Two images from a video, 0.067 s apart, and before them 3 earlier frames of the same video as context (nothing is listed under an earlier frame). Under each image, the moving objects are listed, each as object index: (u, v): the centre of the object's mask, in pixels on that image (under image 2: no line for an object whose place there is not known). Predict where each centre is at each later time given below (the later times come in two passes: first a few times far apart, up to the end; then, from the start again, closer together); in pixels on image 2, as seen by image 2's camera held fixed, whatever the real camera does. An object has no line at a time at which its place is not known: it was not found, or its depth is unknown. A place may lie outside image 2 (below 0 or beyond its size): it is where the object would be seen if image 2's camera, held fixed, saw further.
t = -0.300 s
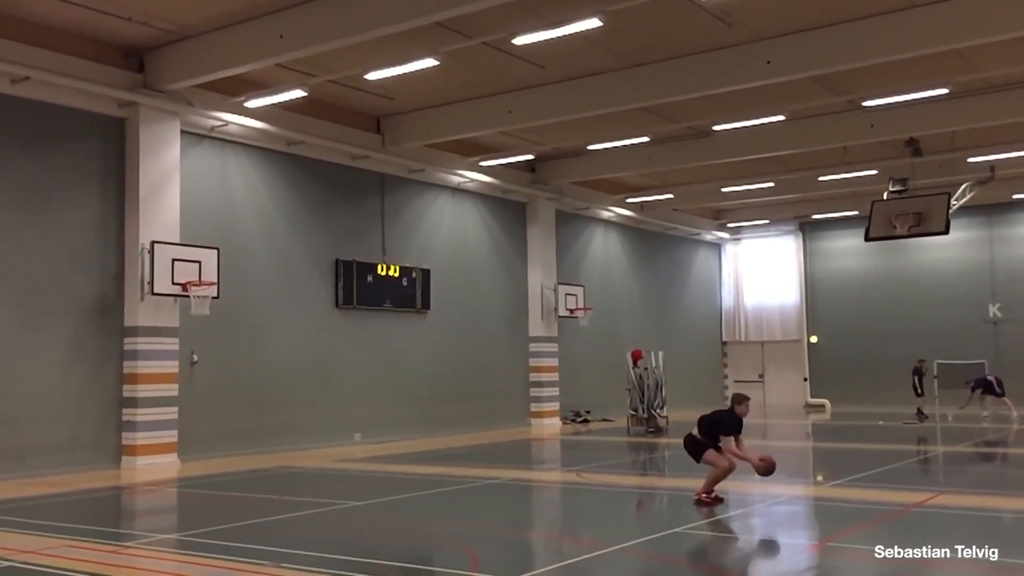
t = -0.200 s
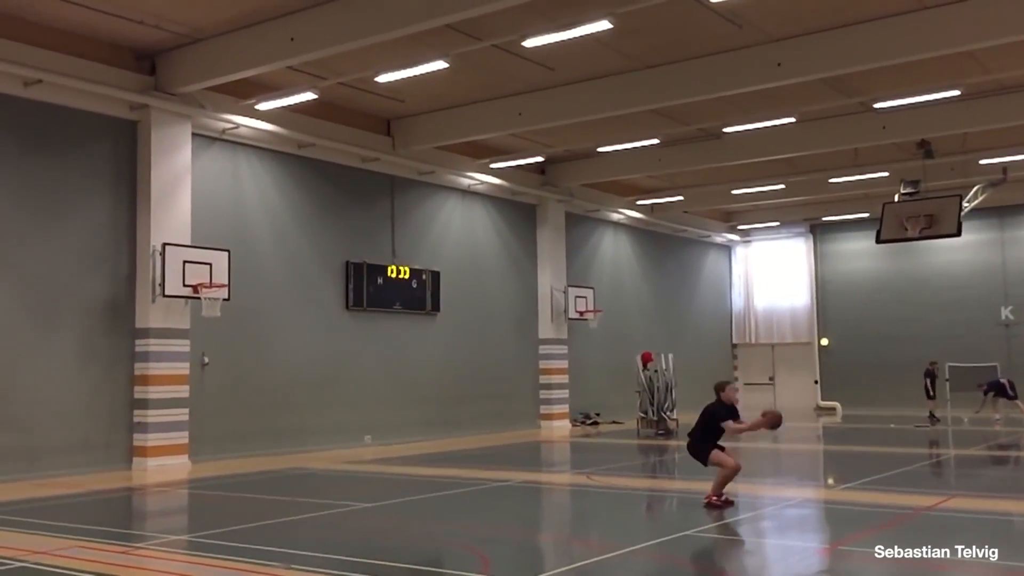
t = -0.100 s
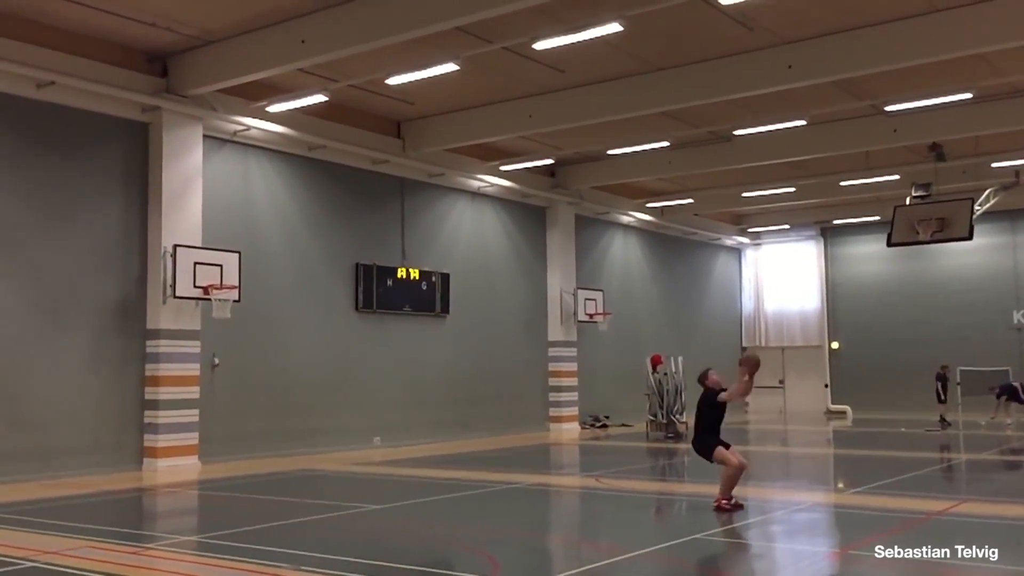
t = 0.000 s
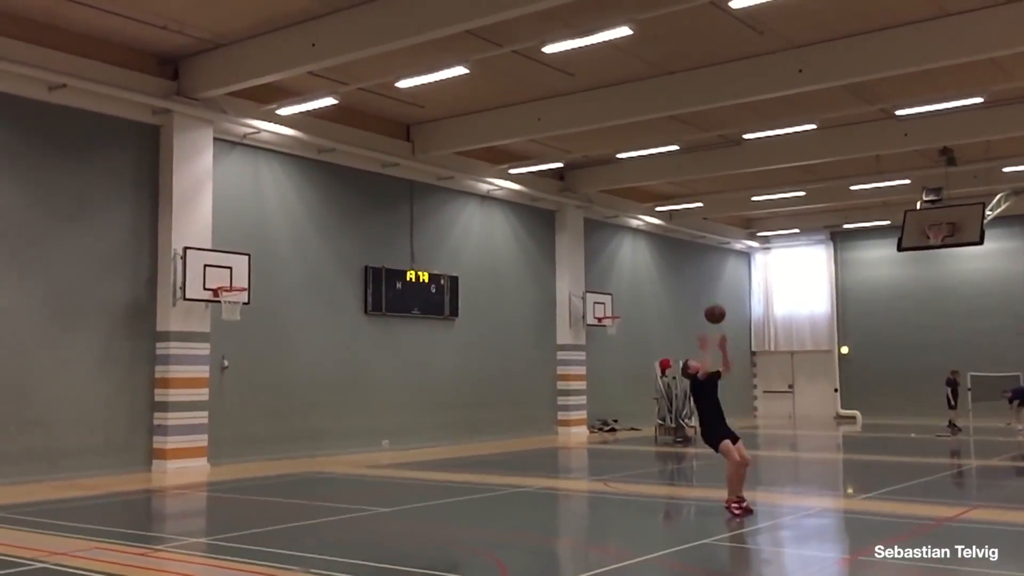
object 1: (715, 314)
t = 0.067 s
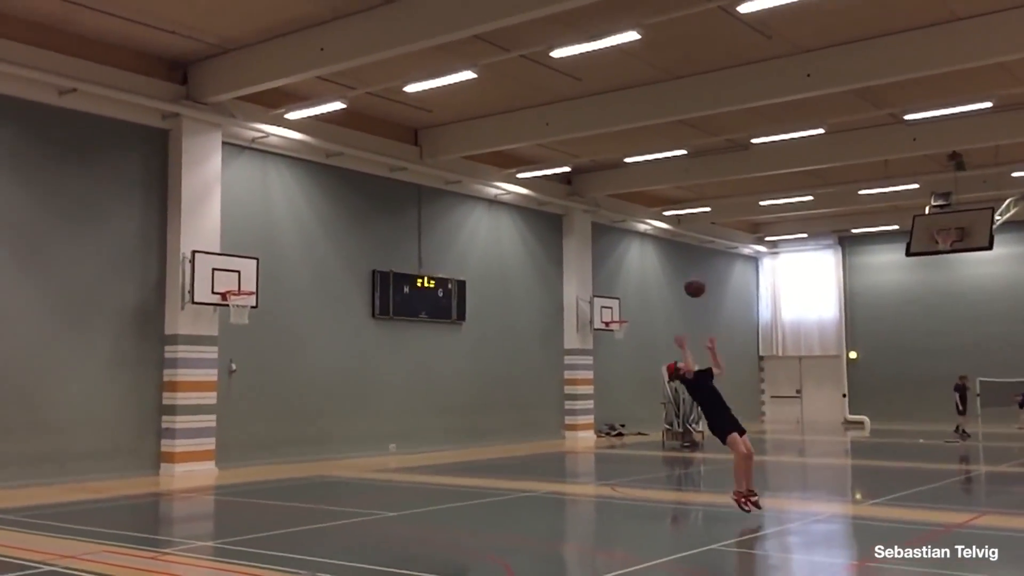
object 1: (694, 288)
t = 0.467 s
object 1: (552, 170)
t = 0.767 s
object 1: (466, 134)
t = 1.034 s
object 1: (402, 132)
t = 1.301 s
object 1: (343, 155)
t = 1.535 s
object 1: (297, 192)
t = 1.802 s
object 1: (250, 252)
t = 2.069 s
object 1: (243, 297)
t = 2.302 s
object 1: (227, 306)
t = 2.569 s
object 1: (233, 314)
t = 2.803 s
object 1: (237, 347)
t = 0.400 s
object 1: (573, 182)
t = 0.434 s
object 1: (564, 175)
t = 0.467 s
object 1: (552, 170)
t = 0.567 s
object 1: (522, 153)
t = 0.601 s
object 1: (512, 149)
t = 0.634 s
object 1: (503, 145)
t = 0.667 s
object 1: (494, 141)
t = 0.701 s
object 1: (484, 138)
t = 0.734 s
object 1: (475, 136)
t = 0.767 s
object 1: (466, 134)
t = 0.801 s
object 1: (457, 132)
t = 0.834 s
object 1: (449, 131)
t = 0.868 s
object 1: (441, 130)
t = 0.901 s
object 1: (433, 130)
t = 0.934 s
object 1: (425, 130)
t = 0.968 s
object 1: (418, 130)
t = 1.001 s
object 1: (410, 131)
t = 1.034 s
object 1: (402, 132)
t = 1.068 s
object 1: (394, 133)
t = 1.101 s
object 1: (386, 135)
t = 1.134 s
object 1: (379, 137)
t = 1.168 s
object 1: (371, 140)
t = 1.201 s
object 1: (364, 143)
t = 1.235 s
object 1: (357, 147)
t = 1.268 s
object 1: (350, 151)
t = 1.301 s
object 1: (343, 155)
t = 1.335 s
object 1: (336, 159)
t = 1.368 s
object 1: (329, 164)
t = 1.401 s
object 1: (322, 169)
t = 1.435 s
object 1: (316, 174)
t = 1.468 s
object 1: (310, 180)
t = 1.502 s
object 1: (303, 185)
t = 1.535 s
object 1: (297, 192)
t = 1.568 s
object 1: (291, 198)
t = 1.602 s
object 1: (285, 205)
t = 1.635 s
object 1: (279, 212)
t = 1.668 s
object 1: (273, 219)
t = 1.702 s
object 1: (267, 227)
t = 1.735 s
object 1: (261, 235)
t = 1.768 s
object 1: (255, 243)
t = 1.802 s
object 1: (250, 252)
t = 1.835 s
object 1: (244, 259)
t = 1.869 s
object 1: (239, 268)
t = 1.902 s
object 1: (233, 277)
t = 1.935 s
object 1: (232, 285)
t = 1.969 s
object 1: (237, 287)
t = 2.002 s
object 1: (242, 291)
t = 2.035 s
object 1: (245, 295)
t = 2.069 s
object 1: (243, 297)
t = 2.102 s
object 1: (239, 299)
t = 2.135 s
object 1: (237, 301)
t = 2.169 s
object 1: (232, 304)
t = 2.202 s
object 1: (230, 305)
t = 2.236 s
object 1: (226, 306)
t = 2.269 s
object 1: (227, 306)
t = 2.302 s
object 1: (227, 306)
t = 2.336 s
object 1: (228, 306)
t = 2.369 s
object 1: (227, 307)
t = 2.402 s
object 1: (228, 307)
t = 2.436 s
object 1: (229, 309)
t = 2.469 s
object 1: (230, 309)
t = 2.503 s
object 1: (231, 311)
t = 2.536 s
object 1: (232, 312)
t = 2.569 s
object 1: (233, 314)
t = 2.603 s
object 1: (234, 314)
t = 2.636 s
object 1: (234, 325)
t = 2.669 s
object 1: (234, 328)
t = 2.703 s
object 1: (235, 332)
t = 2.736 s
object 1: (236, 337)
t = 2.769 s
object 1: (236, 342)
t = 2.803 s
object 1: (237, 347)
